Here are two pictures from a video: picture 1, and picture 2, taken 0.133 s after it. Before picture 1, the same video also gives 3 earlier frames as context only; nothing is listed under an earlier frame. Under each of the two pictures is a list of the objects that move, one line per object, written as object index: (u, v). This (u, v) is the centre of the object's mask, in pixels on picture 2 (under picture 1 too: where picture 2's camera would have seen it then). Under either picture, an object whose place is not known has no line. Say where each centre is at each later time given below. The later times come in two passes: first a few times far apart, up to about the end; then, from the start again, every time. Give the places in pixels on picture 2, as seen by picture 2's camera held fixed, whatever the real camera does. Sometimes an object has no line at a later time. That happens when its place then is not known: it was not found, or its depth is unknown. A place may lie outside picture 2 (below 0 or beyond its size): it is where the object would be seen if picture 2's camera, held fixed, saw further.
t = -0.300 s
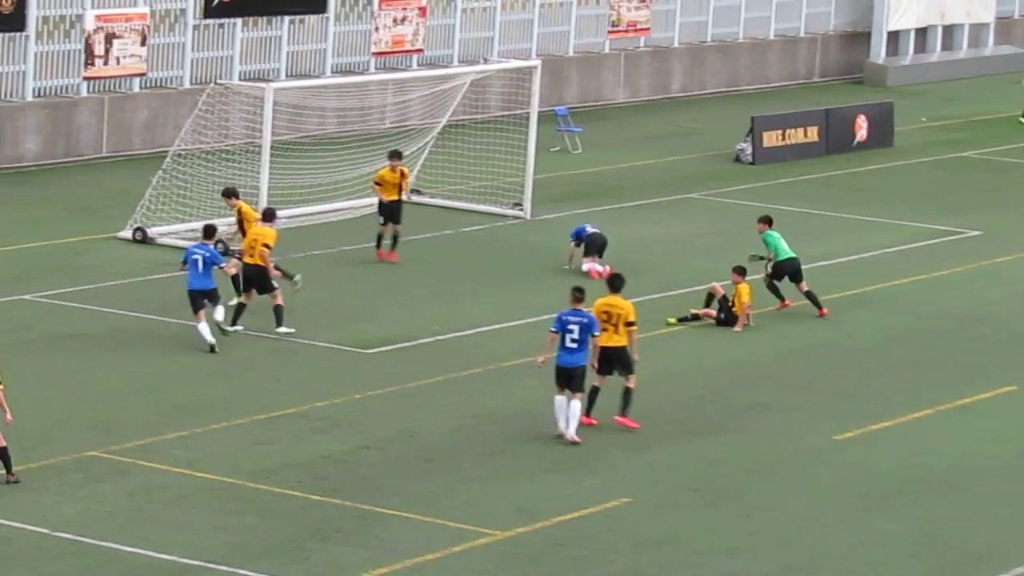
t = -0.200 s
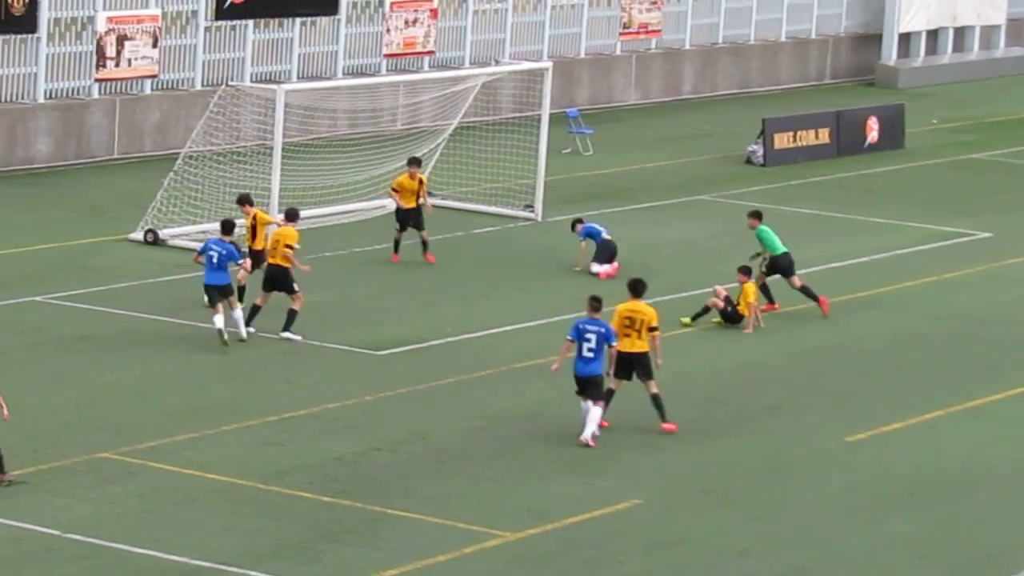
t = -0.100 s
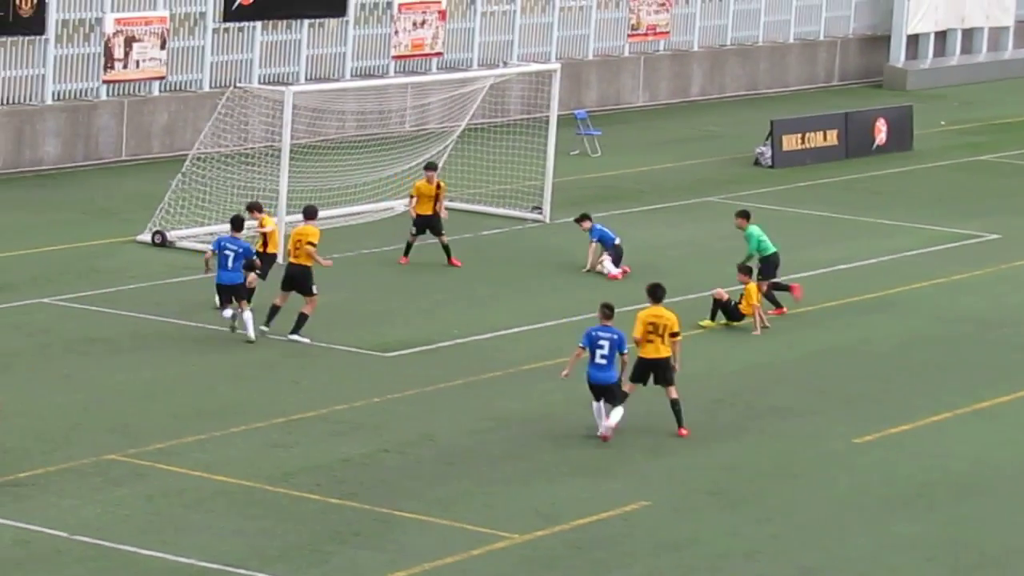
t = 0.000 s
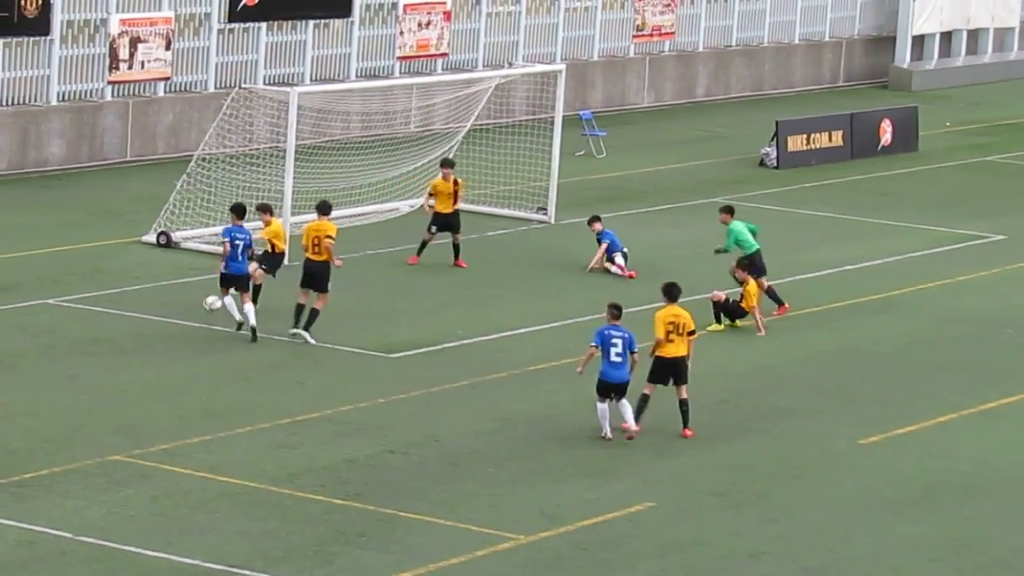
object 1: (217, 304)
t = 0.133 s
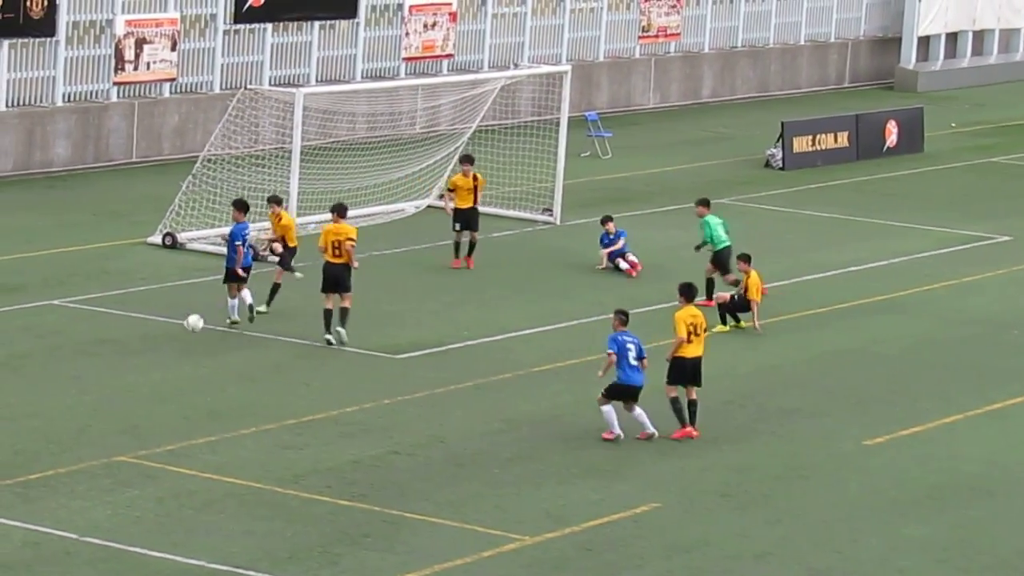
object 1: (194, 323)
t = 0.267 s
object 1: (175, 360)
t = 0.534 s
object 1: (157, 419)
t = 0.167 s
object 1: (188, 331)
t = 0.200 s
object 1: (183, 339)
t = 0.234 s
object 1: (179, 349)
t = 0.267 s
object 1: (175, 360)
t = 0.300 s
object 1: (170, 373)
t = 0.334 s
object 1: (166, 387)
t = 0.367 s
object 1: (162, 401)
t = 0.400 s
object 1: (161, 402)
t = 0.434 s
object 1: (160, 405)
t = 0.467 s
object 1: (159, 408)
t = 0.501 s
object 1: (158, 413)
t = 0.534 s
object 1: (157, 419)
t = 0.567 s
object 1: (157, 426)
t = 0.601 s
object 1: (156, 435)
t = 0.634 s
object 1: (155, 445)
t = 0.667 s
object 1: (156, 456)
